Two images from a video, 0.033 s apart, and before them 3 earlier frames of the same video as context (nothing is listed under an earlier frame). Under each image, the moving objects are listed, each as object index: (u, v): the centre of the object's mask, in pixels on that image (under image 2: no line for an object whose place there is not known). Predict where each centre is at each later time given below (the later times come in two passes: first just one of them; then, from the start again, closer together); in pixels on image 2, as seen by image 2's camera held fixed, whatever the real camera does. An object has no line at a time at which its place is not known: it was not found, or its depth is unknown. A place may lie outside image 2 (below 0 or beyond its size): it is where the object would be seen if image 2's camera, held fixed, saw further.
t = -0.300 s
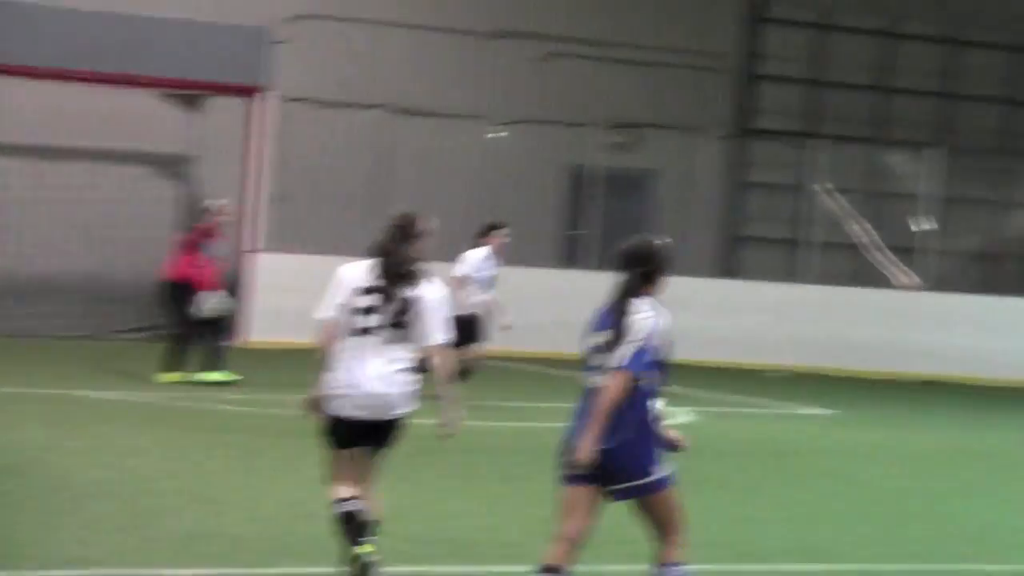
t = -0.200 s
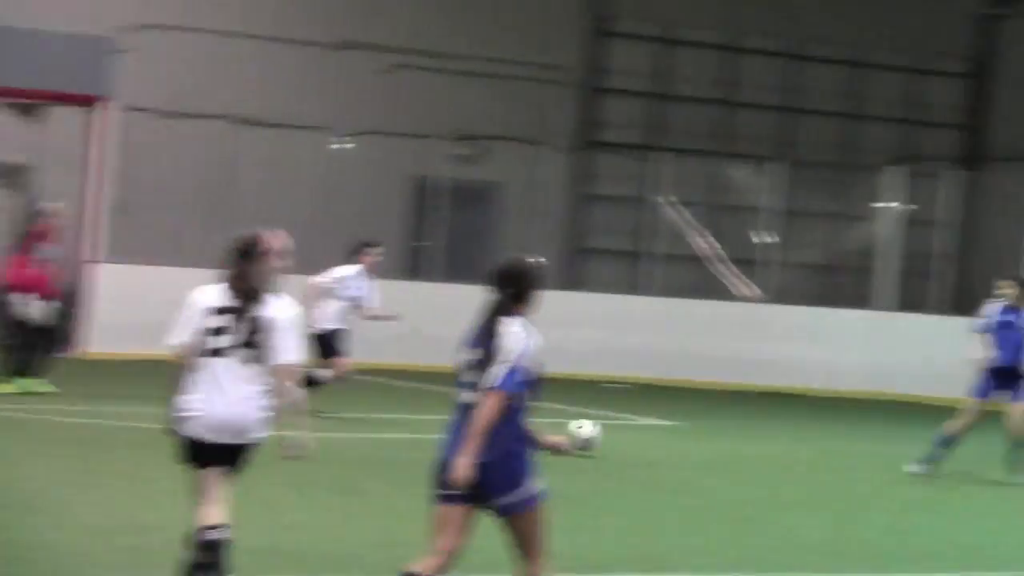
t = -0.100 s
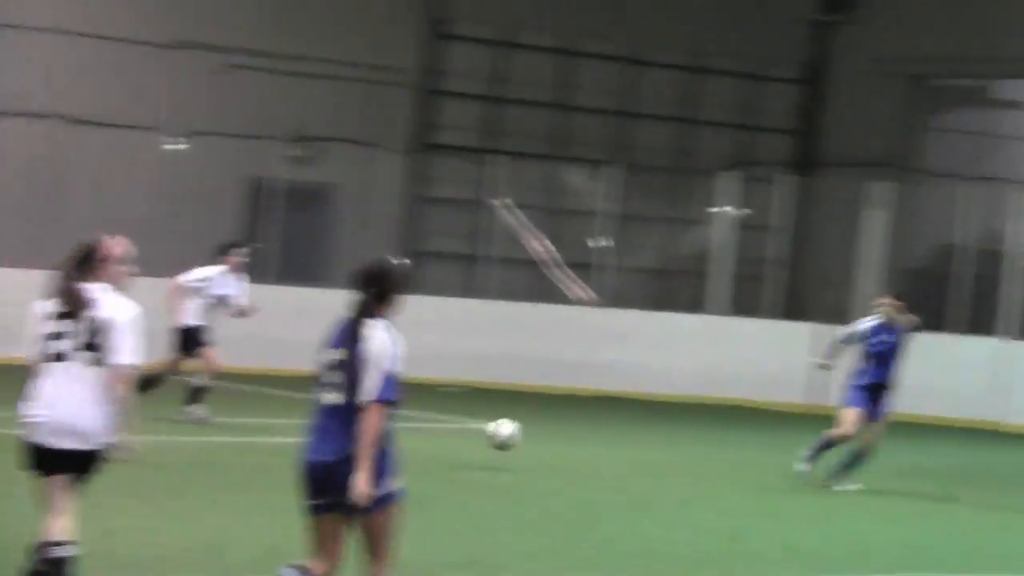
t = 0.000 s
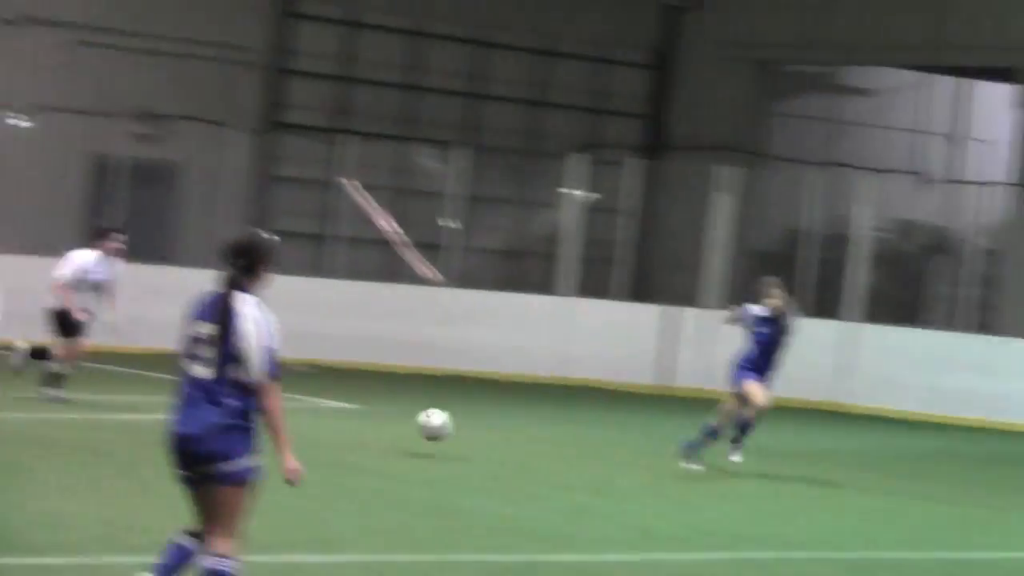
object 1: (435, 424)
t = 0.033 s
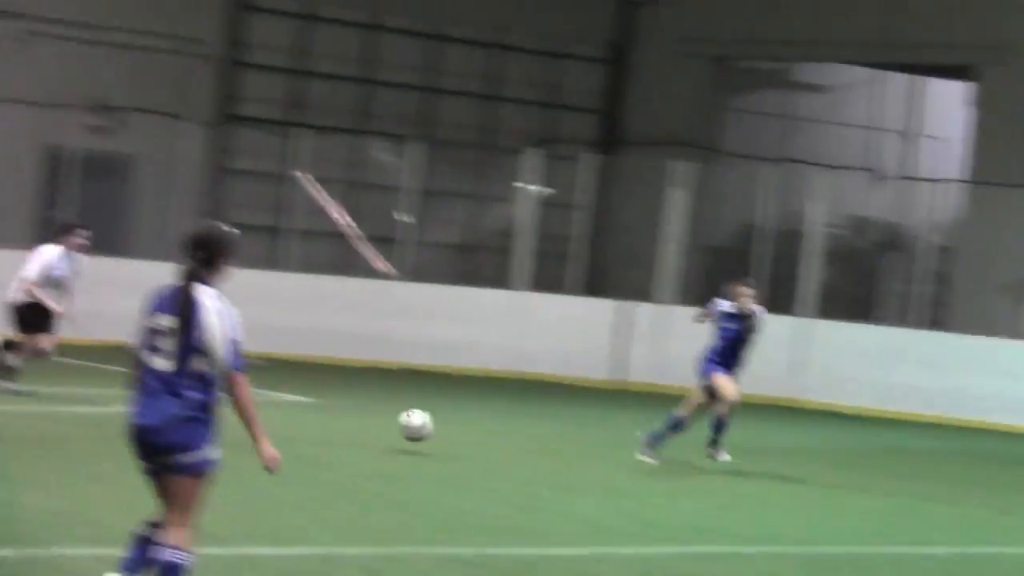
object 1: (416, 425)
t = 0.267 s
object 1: (617, 449)
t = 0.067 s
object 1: (441, 433)
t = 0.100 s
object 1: (468, 445)
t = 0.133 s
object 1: (499, 444)
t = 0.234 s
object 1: (588, 445)
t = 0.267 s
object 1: (617, 449)
